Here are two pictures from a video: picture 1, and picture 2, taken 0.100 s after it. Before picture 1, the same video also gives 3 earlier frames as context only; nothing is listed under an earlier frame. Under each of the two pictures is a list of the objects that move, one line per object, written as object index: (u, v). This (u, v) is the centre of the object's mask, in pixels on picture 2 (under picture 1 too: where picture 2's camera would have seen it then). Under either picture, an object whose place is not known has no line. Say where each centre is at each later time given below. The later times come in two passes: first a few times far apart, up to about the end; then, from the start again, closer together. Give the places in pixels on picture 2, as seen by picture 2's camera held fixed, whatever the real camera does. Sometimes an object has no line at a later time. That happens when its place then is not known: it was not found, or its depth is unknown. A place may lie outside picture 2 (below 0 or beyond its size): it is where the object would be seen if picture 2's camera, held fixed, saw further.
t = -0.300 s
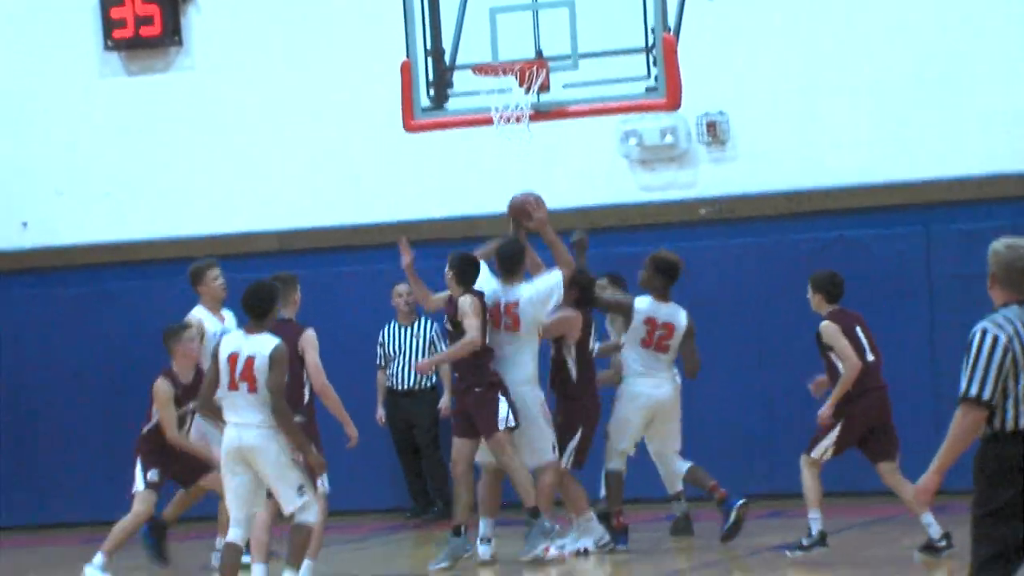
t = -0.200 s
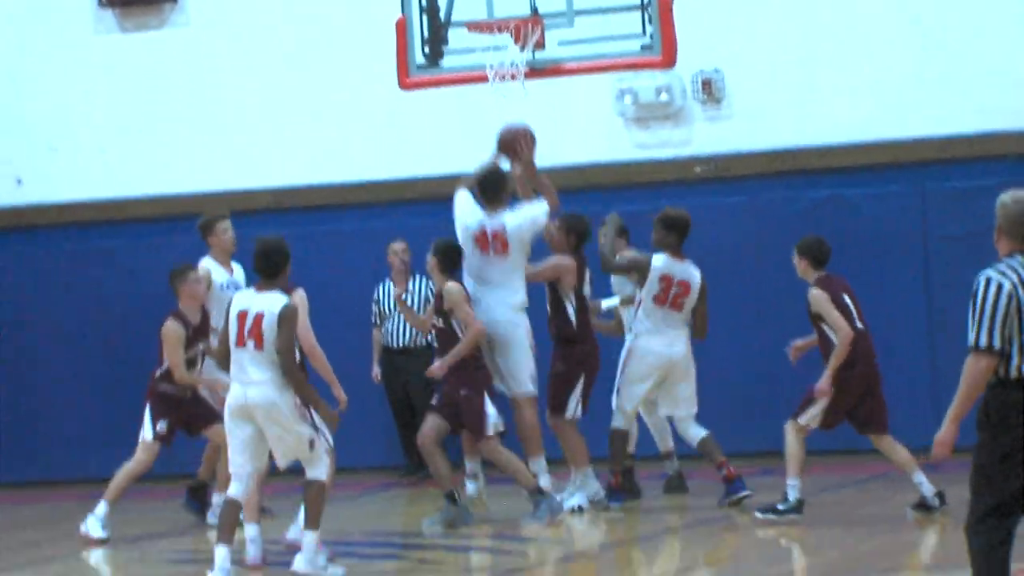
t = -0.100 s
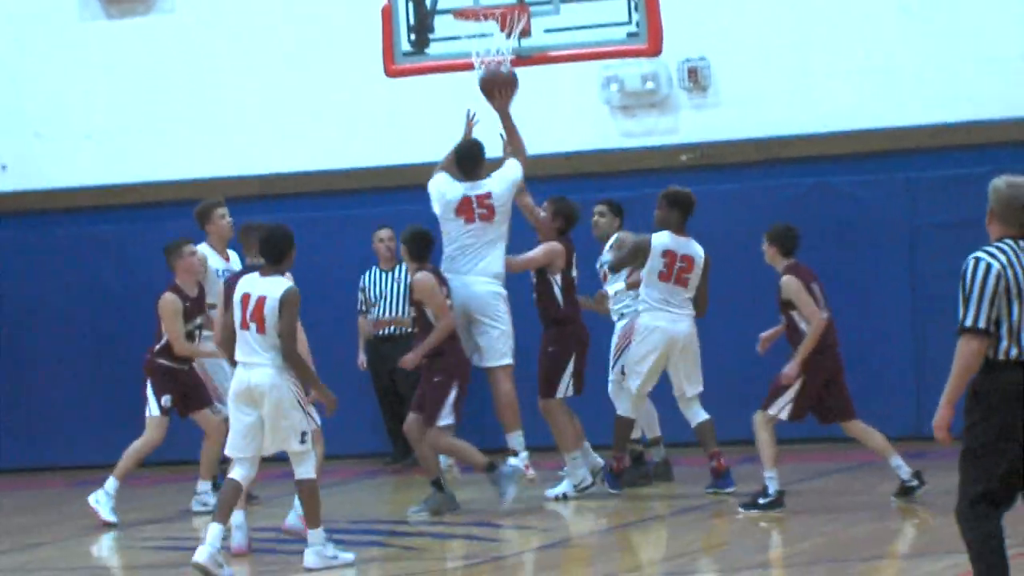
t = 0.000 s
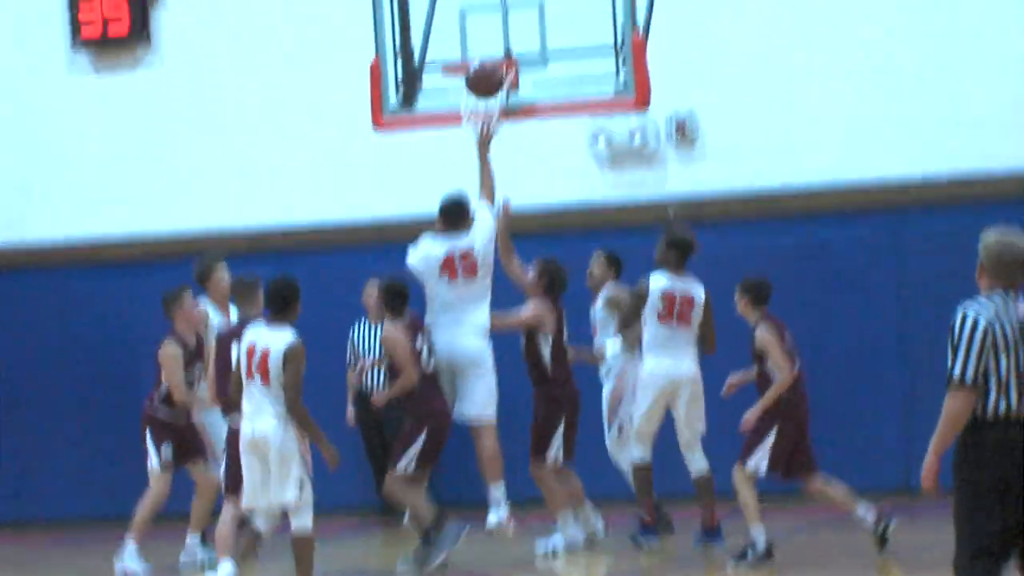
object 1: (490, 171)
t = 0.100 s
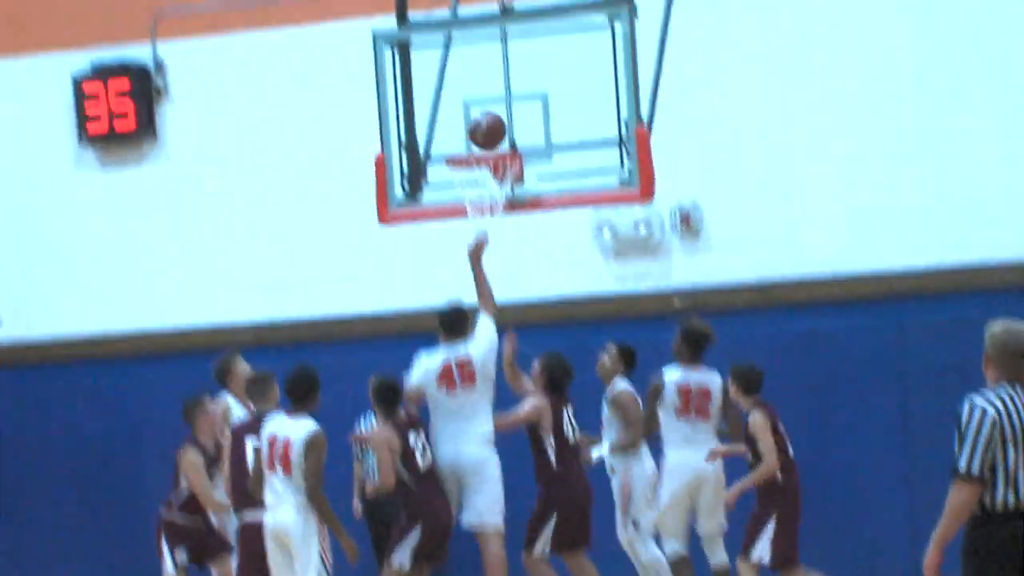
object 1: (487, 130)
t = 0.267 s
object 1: (487, 98)
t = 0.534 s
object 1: (493, 136)
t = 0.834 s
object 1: (487, 113)
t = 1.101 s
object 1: (481, 135)
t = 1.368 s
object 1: (487, 173)
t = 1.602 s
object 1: (500, 234)
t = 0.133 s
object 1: (487, 120)
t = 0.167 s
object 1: (486, 112)
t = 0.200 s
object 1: (487, 106)
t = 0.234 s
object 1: (487, 101)
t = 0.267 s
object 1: (487, 98)
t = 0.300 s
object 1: (487, 97)
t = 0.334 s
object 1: (488, 98)
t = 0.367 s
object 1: (488, 100)
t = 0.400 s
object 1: (489, 104)
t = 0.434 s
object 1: (490, 109)
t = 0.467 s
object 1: (490, 116)
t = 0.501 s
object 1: (492, 126)
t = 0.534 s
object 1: (493, 136)
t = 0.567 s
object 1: (493, 136)
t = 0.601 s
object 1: (493, 127)
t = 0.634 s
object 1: (492, 119)
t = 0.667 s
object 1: (492, 113)
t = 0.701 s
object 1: (491, 110)
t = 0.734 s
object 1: (490, 108)
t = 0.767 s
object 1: (489, 108)
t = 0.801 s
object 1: (488, 110)
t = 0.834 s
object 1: (487, 113)
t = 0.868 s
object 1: (486, 117)
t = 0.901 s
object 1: (486, 124)
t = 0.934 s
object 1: (485, 132)
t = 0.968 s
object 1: (485, 139)
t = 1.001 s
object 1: (484, 138)
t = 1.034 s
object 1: (483, 136)
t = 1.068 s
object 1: (481, 135)
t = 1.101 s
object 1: (481, 135)
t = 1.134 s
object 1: (480, 136)
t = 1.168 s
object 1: (479, 139)
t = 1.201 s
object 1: (478, 141)
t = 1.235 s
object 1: (477, 145)
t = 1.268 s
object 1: (479, 146)
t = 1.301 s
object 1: (482, 160)
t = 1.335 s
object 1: (485, 166)
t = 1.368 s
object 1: (487, 173)
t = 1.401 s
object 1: (490, 178)
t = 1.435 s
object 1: (494, 191)
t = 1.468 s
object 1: (497, 199)
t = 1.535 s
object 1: (500, 214)
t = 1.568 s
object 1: (501, 229)
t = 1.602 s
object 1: (500, 234)
